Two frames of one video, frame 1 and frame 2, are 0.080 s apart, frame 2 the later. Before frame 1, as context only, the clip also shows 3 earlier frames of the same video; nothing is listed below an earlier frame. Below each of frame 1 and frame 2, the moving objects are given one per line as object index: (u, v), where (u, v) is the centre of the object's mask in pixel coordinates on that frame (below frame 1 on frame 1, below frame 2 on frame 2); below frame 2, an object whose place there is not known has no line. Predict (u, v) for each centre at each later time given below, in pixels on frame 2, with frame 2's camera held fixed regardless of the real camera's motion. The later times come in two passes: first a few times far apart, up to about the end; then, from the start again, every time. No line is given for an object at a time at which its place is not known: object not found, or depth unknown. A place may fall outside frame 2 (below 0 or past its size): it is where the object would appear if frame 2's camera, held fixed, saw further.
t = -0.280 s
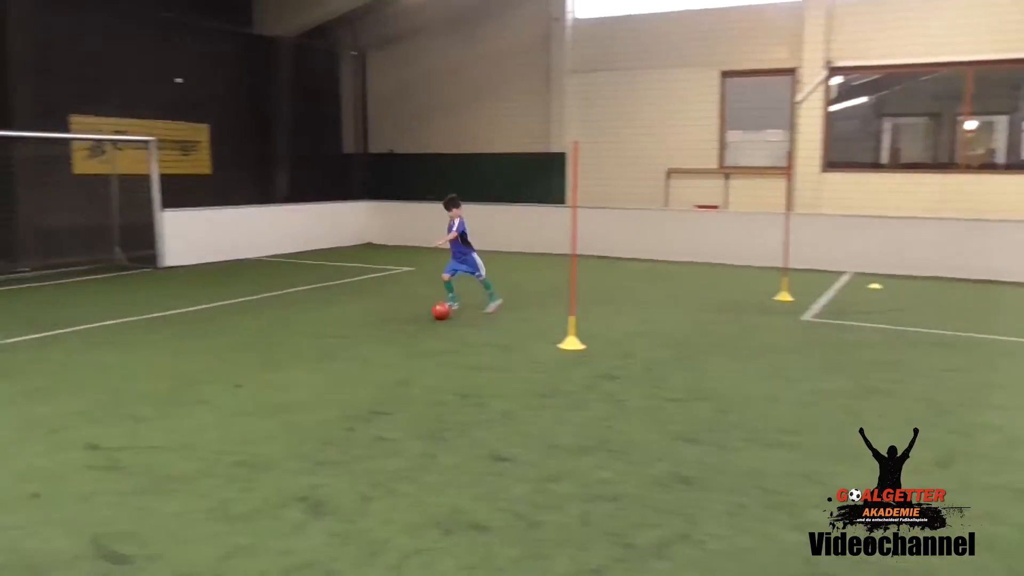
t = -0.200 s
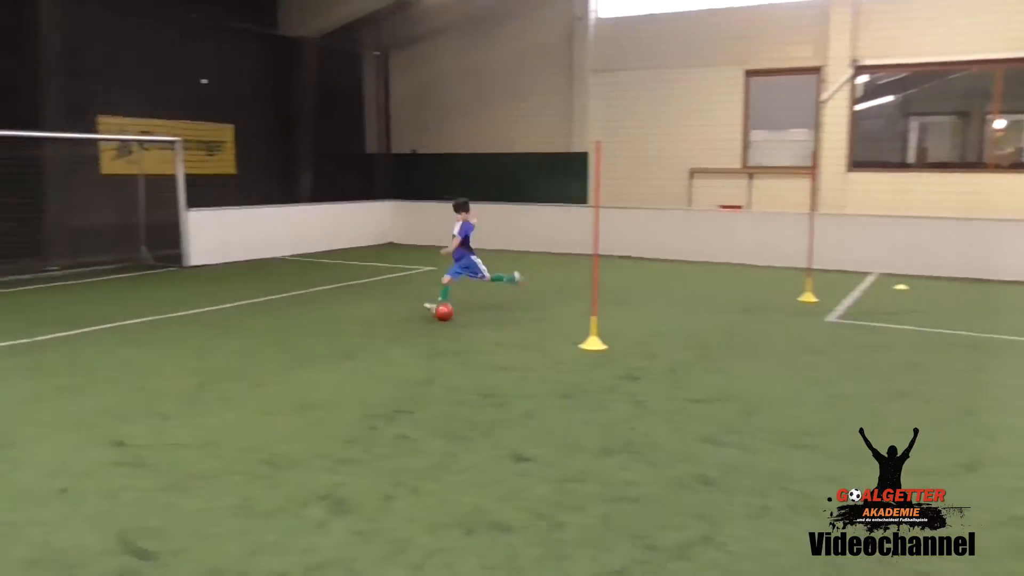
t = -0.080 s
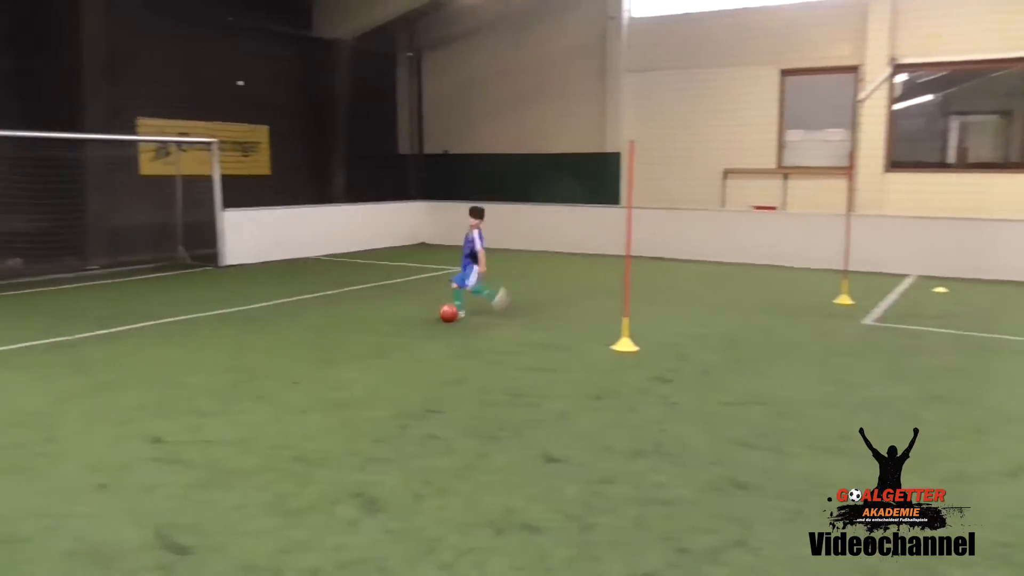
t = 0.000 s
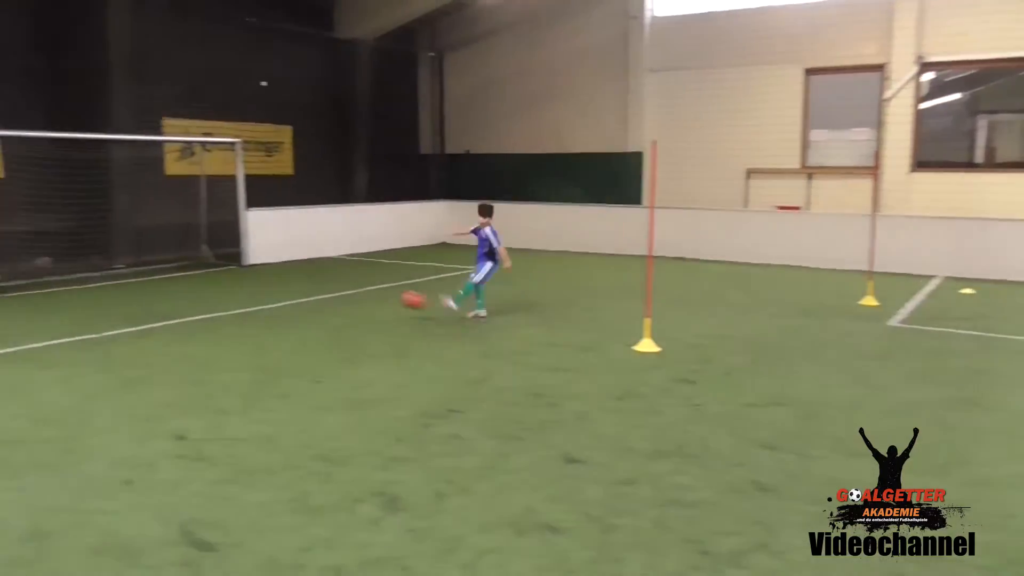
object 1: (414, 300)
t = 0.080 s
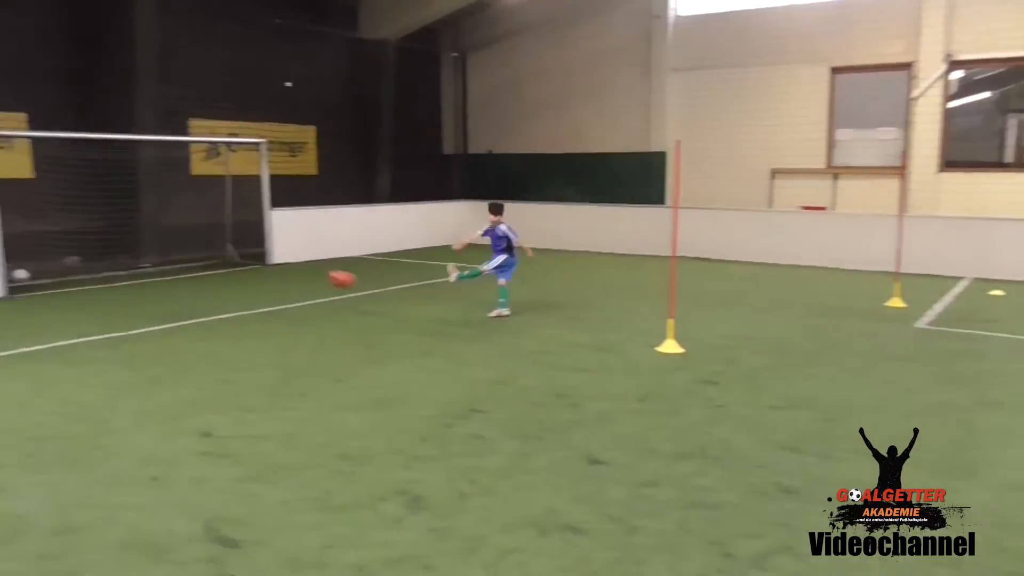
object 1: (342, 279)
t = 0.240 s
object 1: (163, 255)
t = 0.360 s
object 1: (42, 250)
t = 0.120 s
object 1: (295, 271)
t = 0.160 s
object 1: (250, 263)
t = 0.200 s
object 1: (206, 258)
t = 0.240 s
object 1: (163, 255)
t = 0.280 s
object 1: (122, 251)
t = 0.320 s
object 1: (81, 250)
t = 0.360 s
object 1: (42, 250)
